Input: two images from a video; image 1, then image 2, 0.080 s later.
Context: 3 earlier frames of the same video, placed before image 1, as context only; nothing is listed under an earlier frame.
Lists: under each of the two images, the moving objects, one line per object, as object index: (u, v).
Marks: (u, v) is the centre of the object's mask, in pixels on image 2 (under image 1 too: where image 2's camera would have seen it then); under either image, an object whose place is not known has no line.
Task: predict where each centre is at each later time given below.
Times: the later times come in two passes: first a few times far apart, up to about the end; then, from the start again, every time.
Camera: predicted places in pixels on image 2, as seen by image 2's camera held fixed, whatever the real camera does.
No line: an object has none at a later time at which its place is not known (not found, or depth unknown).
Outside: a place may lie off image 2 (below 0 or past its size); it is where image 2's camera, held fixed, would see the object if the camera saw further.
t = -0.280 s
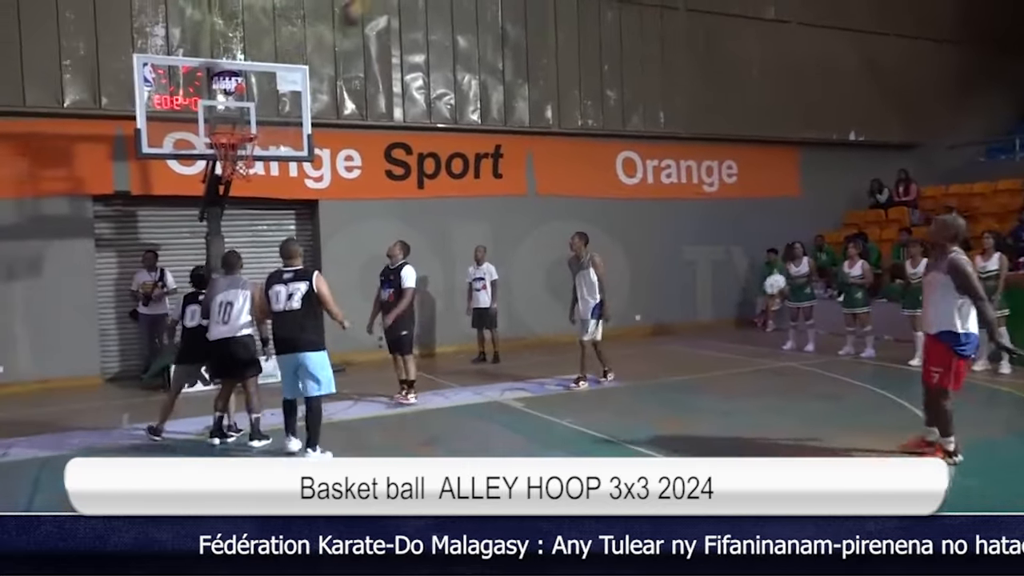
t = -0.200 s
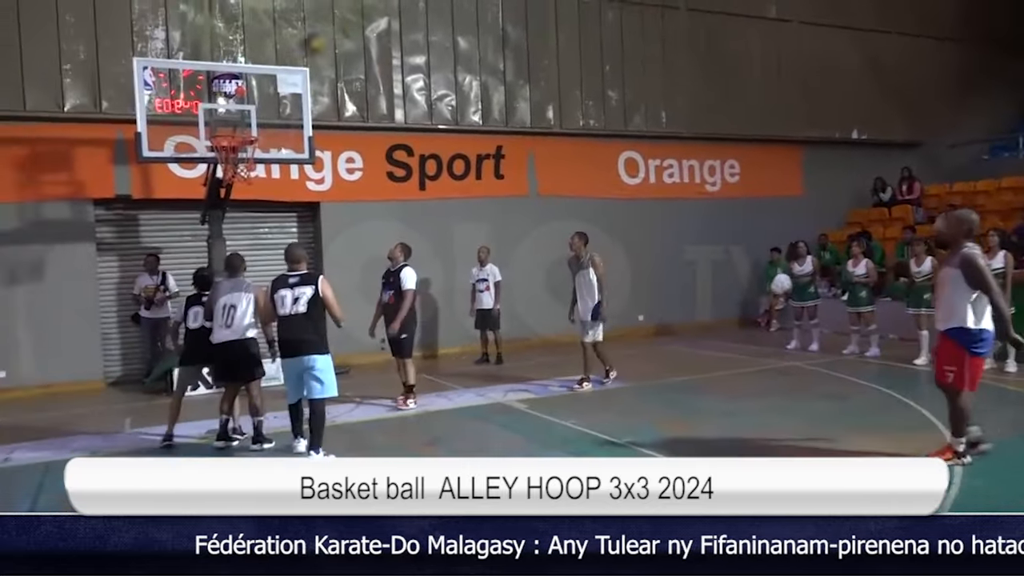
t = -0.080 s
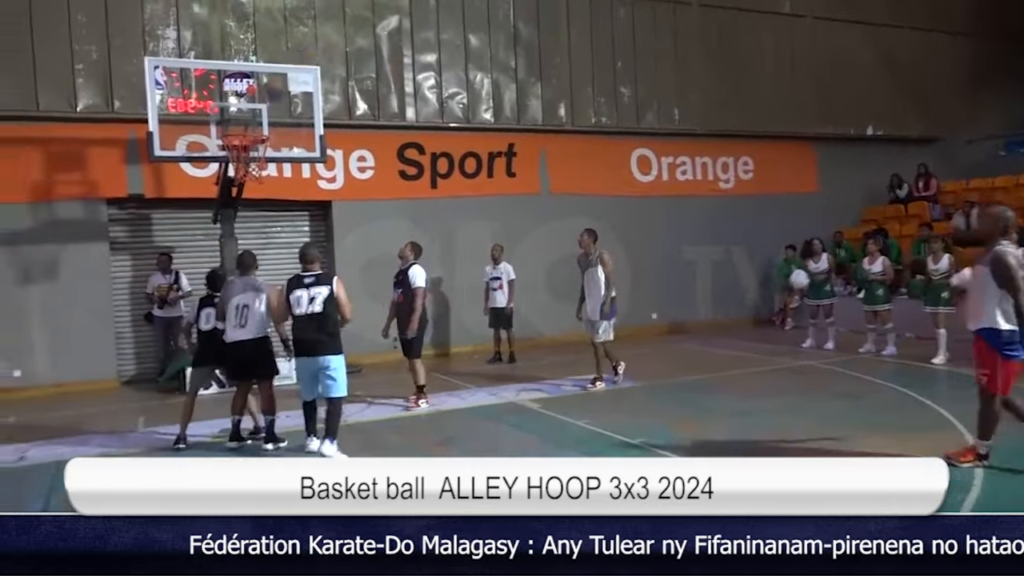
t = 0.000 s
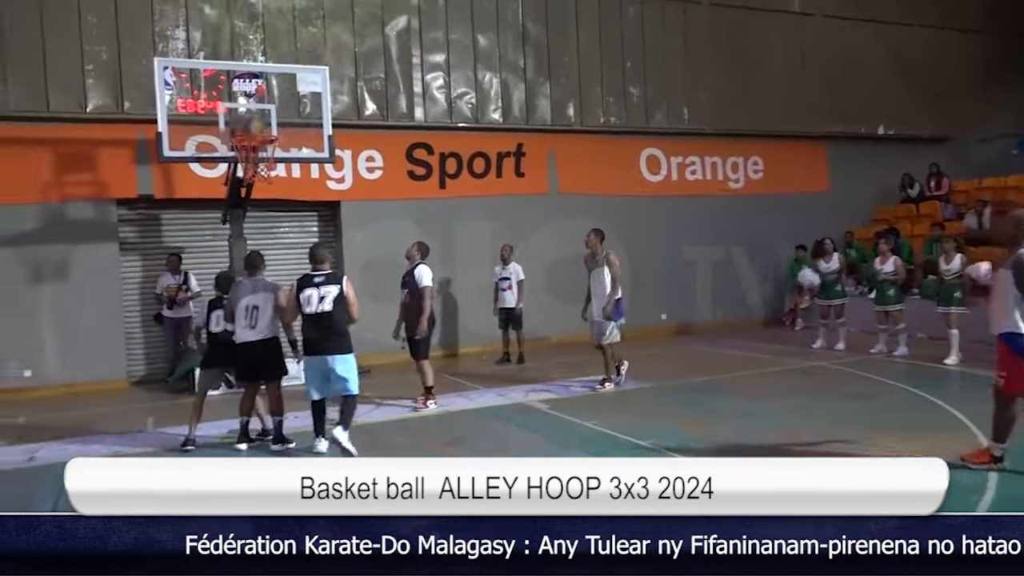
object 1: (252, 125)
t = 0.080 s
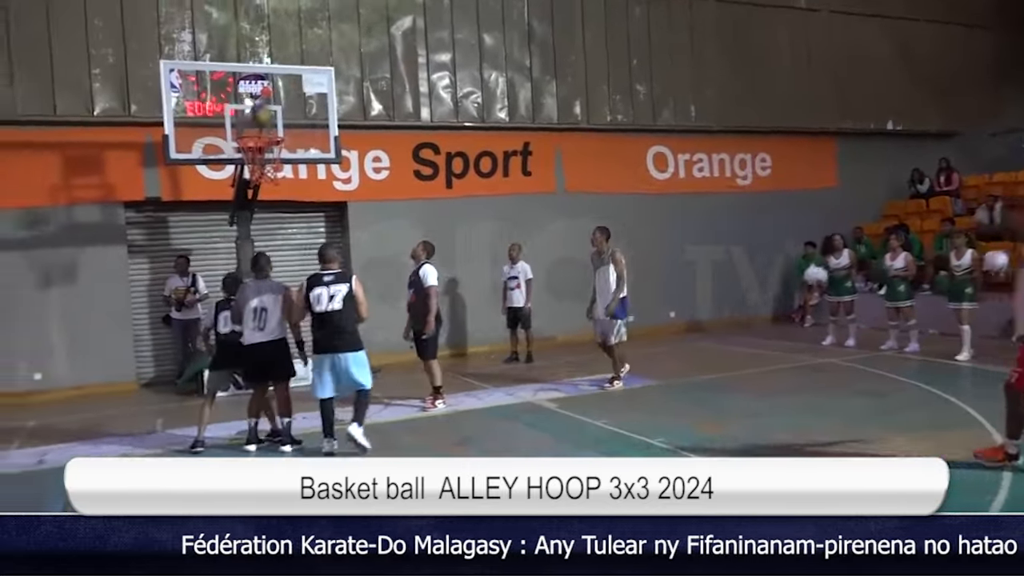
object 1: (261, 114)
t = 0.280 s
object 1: (291, 63)
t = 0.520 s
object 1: (342, 46)
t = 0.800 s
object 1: (426, 135)
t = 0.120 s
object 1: (267, 101)
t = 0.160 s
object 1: (275, 90)
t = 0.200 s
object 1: (277, 79)
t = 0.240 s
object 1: (285, 70)
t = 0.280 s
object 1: (291, 63)
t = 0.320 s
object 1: (299, 55)
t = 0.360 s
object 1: (307, 51)
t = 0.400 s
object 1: (315, 47)
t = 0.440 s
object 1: (323, 44)
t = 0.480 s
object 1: (332, 43)
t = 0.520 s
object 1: (342, 46)
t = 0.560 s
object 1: (353, 50)
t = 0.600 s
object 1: (363, 54)
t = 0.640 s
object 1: (374, 63)
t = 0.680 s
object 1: (387, 75)
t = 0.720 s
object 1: (398, 90)
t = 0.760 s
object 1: (411, 109)
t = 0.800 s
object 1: (426, 135)
